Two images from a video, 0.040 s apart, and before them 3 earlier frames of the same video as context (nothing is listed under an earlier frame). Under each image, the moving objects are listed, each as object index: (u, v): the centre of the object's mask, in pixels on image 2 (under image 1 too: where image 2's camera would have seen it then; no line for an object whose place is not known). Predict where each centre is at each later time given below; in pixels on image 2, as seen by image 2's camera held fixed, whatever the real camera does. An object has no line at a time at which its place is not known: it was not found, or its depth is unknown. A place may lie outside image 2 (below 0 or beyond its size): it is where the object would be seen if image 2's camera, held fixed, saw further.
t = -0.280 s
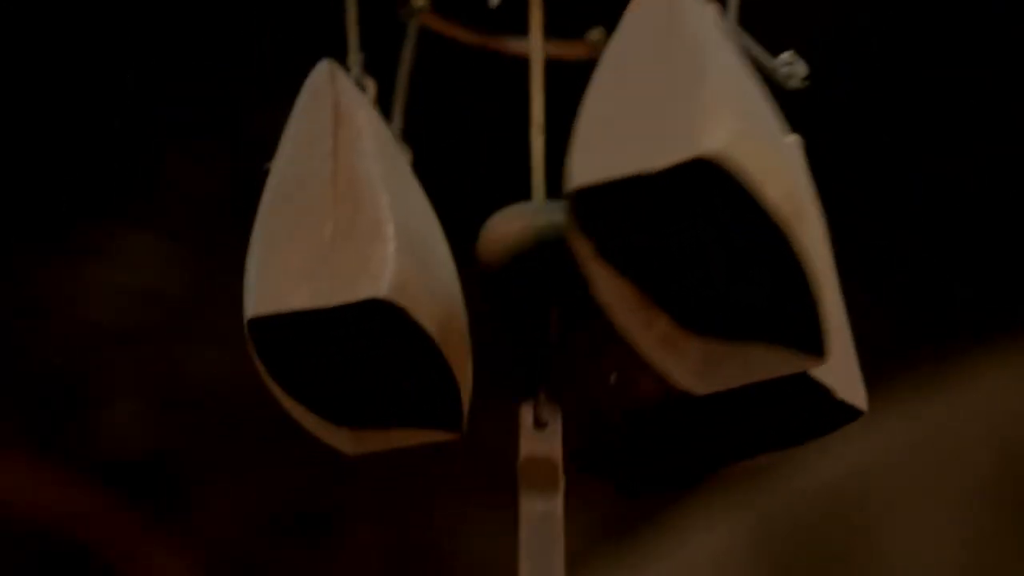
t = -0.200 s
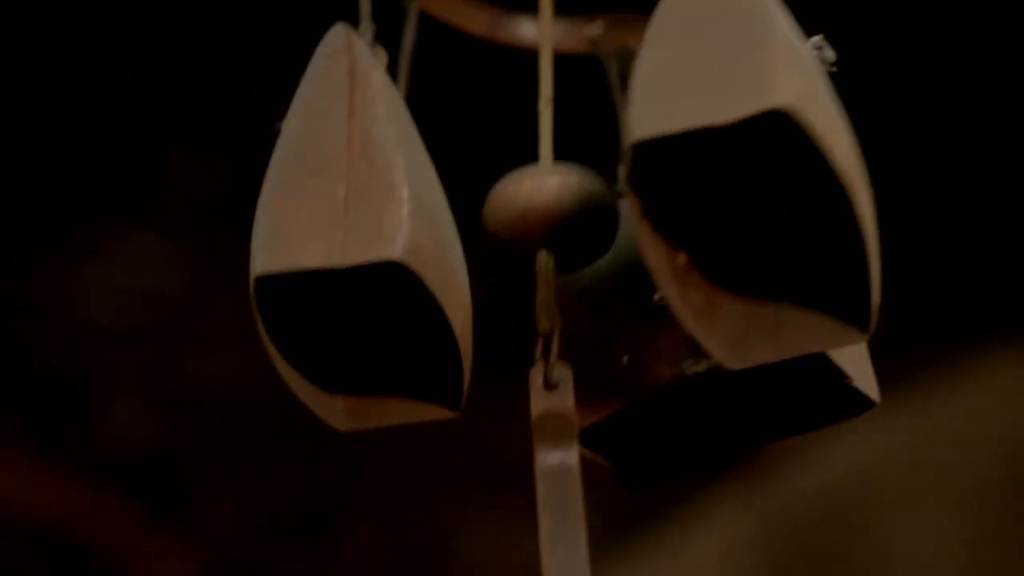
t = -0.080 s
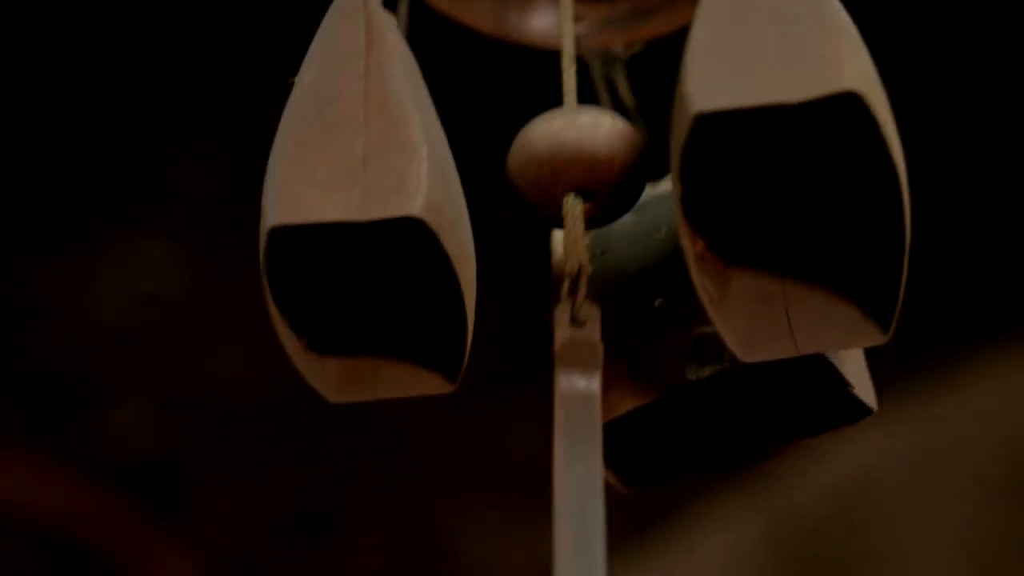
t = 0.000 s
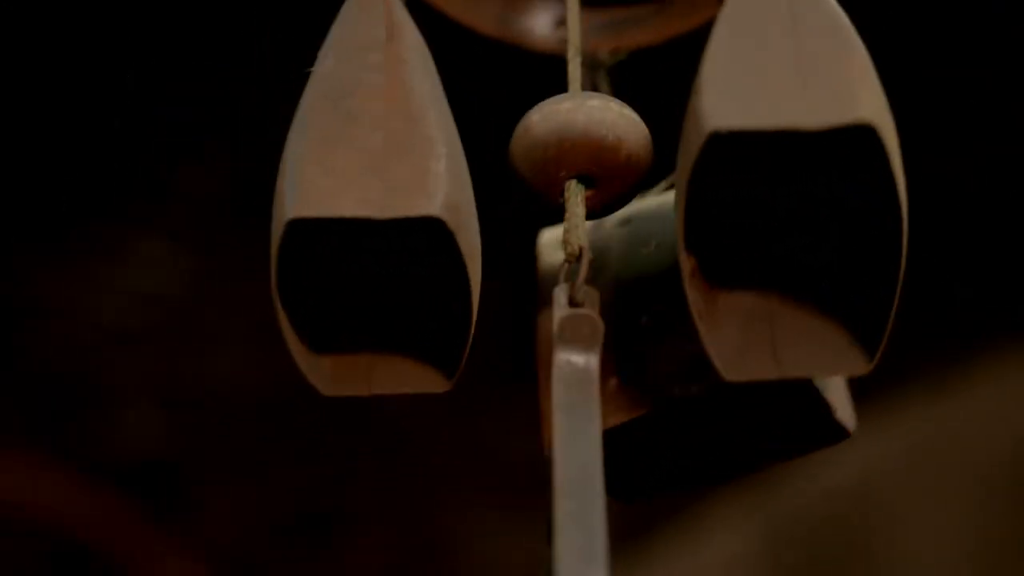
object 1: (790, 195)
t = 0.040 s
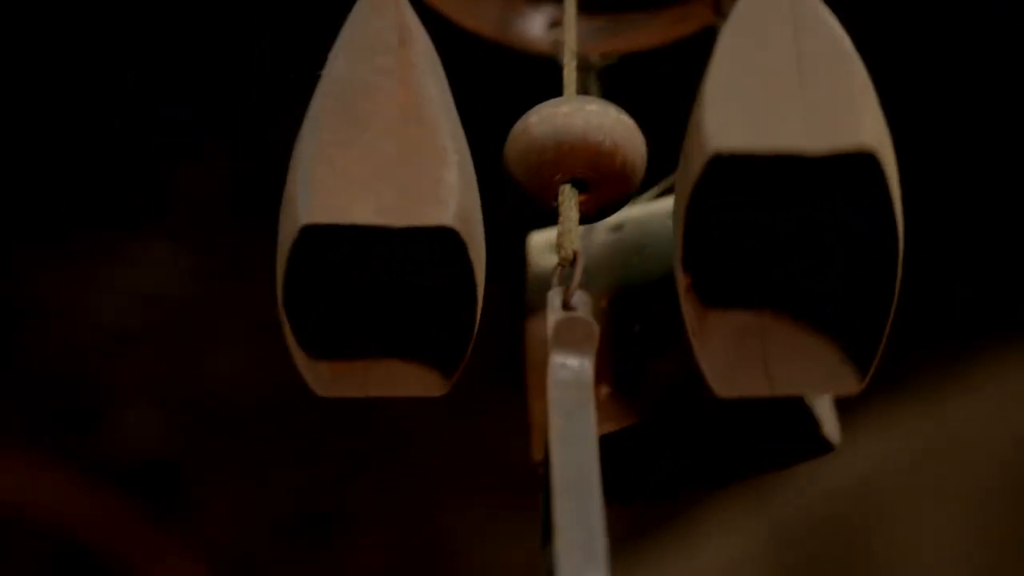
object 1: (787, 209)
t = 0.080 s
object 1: (785, 226)
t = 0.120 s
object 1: (782, 245)
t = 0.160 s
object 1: (781, 266)
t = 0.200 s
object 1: (781, 284)
